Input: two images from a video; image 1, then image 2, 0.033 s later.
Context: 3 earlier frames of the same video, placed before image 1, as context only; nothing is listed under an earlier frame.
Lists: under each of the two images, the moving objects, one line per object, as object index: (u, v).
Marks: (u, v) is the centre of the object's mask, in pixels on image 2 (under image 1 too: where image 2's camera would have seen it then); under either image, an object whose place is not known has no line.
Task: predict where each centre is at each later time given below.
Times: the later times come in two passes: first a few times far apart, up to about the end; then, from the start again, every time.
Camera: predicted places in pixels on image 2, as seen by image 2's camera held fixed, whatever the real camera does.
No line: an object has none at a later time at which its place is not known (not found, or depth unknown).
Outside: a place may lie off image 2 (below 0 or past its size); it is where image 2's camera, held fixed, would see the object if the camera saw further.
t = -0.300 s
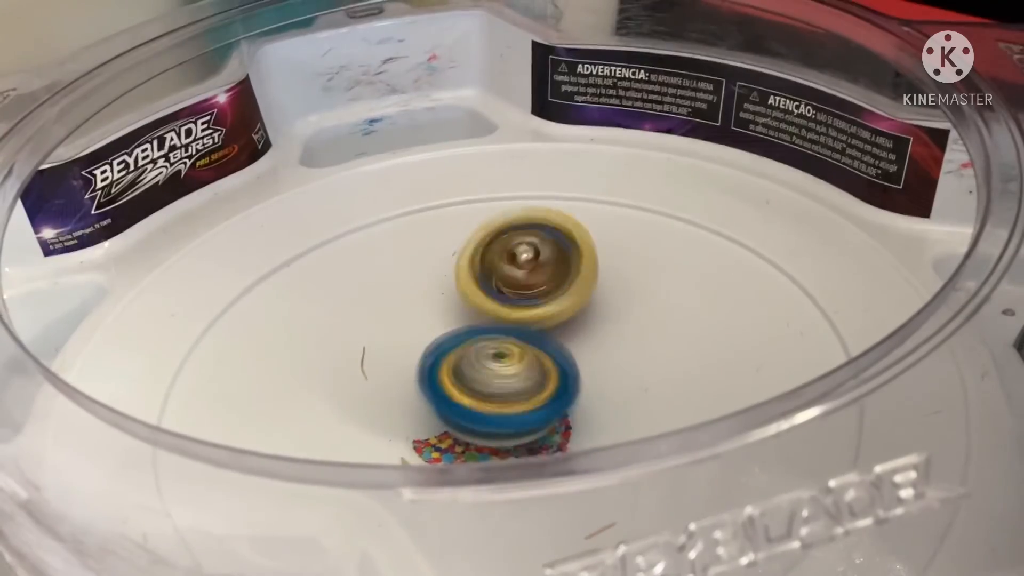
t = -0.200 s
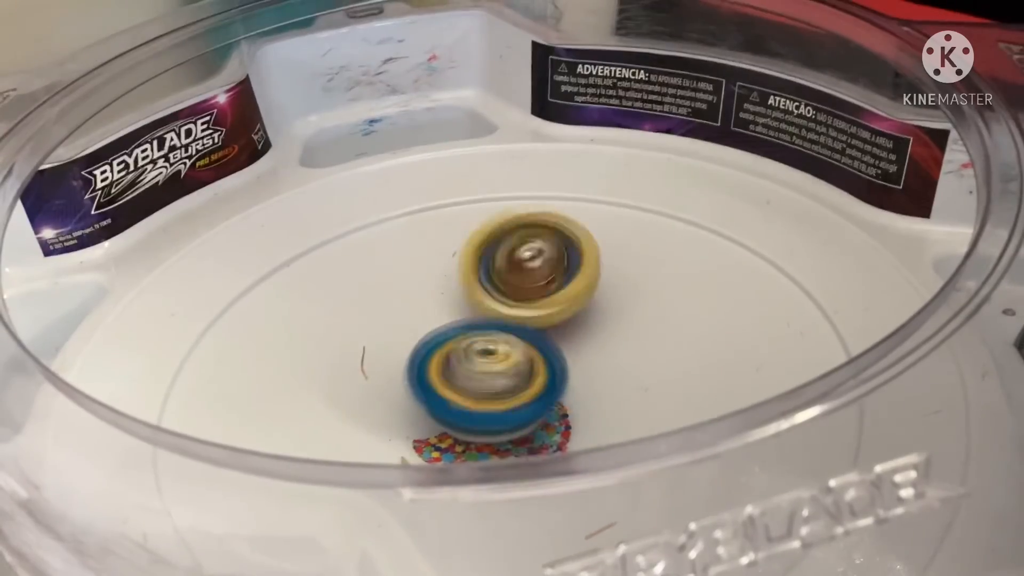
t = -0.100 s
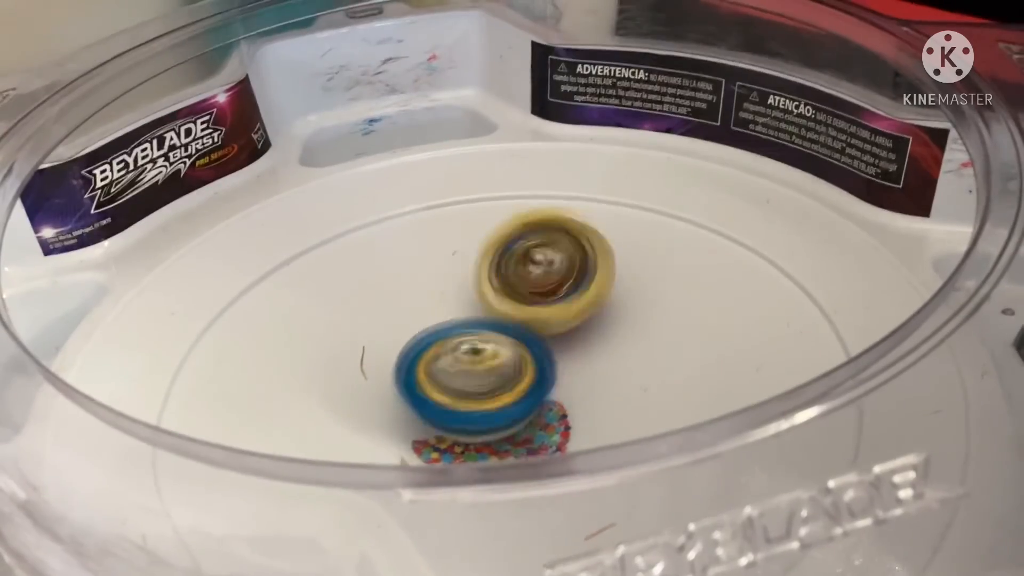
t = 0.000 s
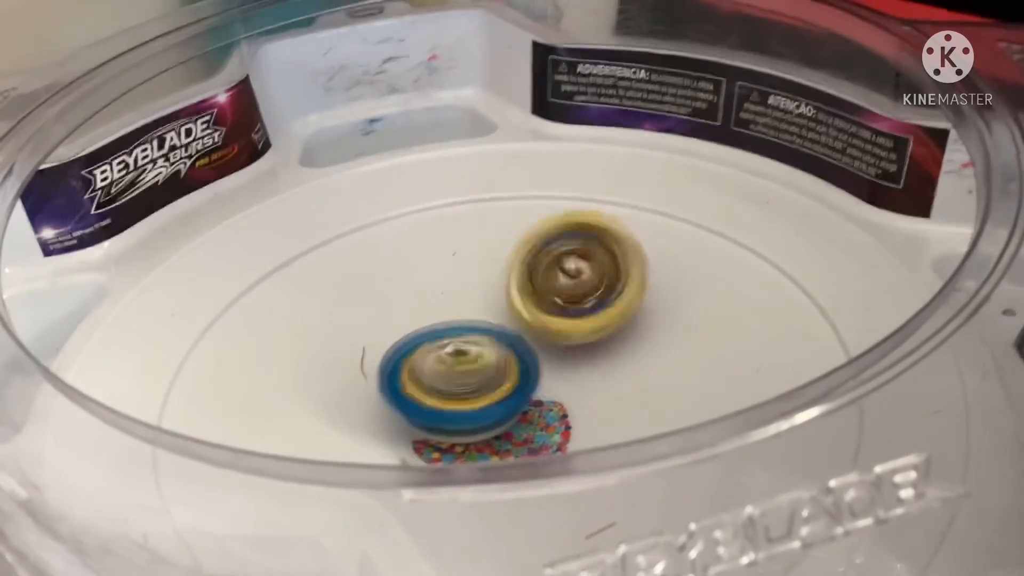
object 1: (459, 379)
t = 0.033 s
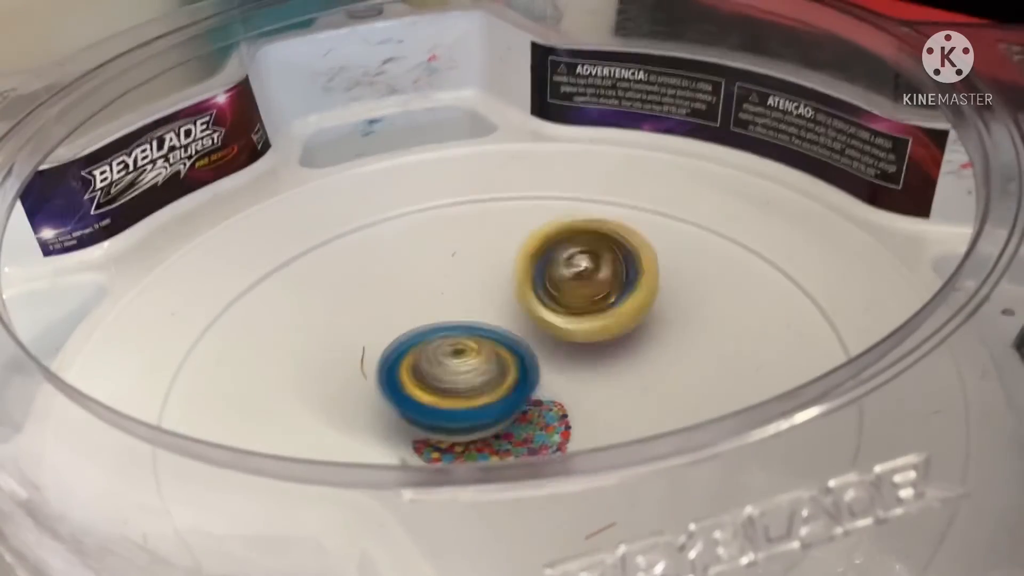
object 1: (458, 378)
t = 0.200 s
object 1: (450, 372)
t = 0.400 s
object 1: (448, 362)
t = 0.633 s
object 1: (454, 351)
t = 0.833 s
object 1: (469, 339)
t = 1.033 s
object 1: (484, 330)
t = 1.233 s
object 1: (502, 335)
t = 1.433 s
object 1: (531, 341)
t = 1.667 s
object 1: (587, 382)
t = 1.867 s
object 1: (621, 384)
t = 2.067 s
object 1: (609, 383)
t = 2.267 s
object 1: (546, 379)
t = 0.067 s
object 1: (456, 379)
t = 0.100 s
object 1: (453, 376)
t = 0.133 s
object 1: (452, 376)
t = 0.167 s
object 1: (451, 374)
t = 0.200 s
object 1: (450, 372)
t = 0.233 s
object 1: (451, 371)
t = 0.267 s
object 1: (452, 371)
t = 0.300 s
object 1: (452, 368)
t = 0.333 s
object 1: (454, 366)
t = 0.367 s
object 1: (455, 365)
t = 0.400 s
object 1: (448, 362)
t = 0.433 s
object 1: (447, 358)
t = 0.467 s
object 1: (447, 358)
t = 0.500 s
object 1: (447, 354)
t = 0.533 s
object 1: (448, 353)
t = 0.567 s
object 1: (448, 352)
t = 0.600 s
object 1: (453, 349)
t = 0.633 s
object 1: (454, 351)
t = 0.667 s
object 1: (456, 350)
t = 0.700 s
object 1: (461, 349)
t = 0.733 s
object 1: (463, 350)
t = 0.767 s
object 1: (466, 350)
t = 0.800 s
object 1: (467, 345)
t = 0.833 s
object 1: (469, 339)
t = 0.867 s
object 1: (471, 333)
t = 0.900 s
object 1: (475, 334)
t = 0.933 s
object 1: (477, 331)
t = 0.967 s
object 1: (479, 331)
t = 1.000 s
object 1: (481, 330)
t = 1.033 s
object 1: (484, 330)
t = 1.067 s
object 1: (487, 330)
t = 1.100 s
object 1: (488, 331)
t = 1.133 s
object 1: (491, 331)
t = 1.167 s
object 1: (493, 333)
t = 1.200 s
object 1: (496, 333)
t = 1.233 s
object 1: (502, 335)
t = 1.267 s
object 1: (513, 332)
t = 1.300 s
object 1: (521, 335)
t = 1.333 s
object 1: (522, 335)
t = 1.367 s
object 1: (526, 335)
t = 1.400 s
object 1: (530, 338)
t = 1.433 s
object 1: (531, 341)
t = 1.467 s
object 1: (535, 341)
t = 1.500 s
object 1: (540, 344)
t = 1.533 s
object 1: (543, 347)
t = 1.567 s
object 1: (550, 355)
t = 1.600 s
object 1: (560, 366)
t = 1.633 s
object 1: (573, 378)
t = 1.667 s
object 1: (587, 382)
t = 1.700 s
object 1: (602, 383)
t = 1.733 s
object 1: (609, 385)
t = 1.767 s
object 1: (615, 383)
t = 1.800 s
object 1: (617, 385)
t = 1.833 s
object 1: (620, 383)
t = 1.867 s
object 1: (621, 384)
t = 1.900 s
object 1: (621, 385)
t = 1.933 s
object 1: (619, 386)
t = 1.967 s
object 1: (618, 384)
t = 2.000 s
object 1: (615, 386)
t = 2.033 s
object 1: (613, 384)
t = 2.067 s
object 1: (609, 383)
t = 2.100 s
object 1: (603, 383)
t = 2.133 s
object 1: (595, 381)
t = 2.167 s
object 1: (584, 380)
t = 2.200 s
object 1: (573, 380)
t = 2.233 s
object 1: (560, 380)
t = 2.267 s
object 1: (546, 379)
